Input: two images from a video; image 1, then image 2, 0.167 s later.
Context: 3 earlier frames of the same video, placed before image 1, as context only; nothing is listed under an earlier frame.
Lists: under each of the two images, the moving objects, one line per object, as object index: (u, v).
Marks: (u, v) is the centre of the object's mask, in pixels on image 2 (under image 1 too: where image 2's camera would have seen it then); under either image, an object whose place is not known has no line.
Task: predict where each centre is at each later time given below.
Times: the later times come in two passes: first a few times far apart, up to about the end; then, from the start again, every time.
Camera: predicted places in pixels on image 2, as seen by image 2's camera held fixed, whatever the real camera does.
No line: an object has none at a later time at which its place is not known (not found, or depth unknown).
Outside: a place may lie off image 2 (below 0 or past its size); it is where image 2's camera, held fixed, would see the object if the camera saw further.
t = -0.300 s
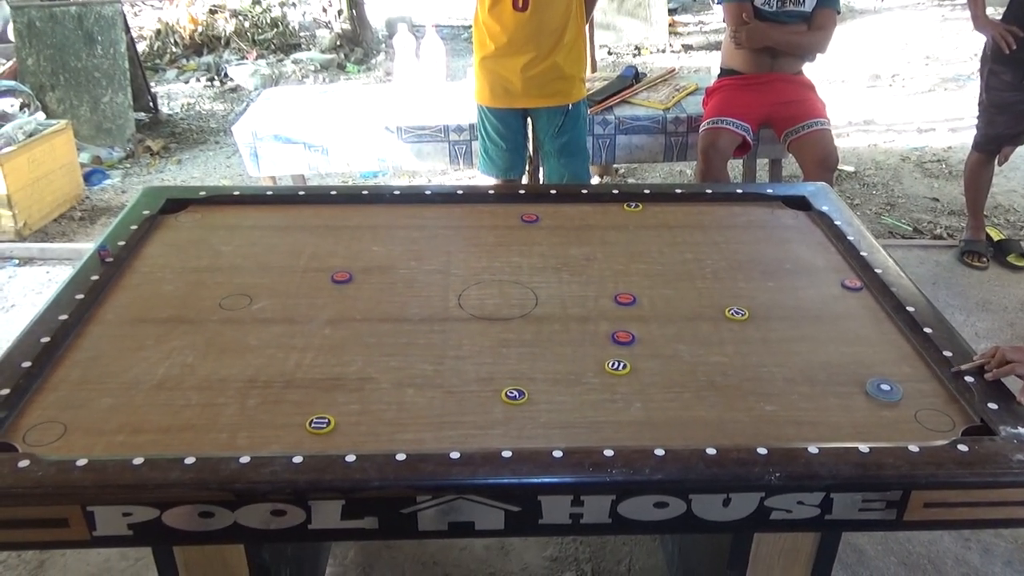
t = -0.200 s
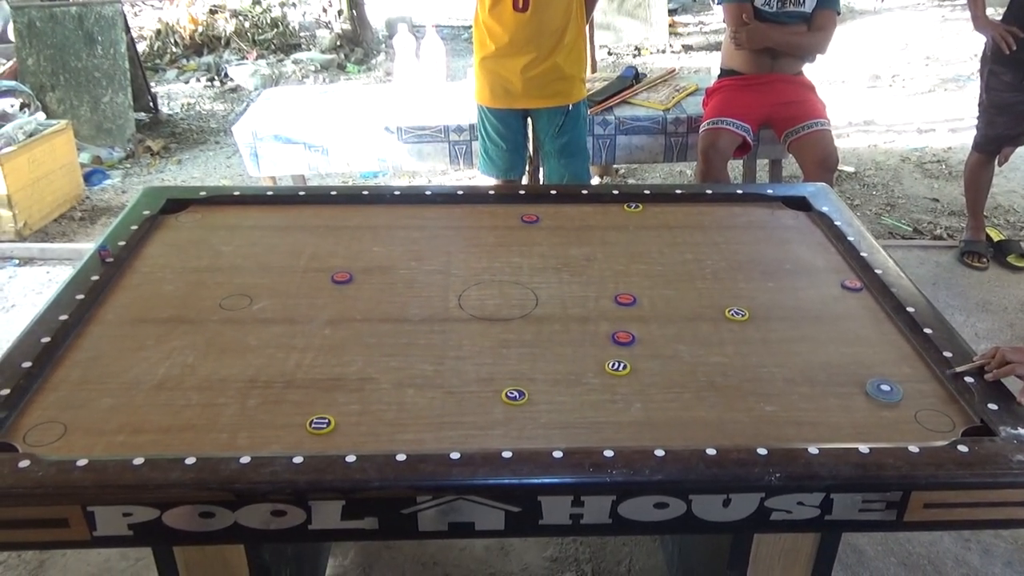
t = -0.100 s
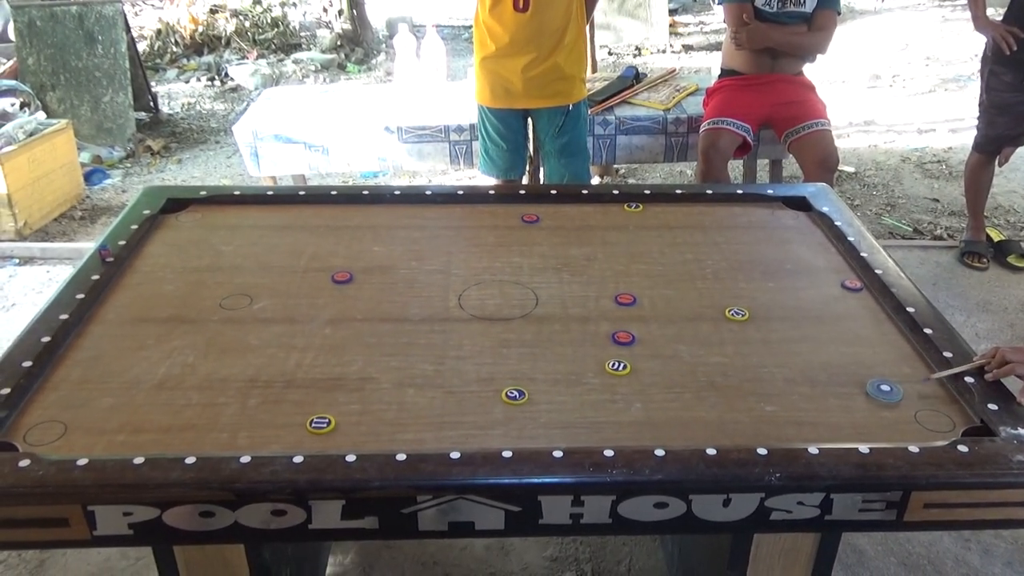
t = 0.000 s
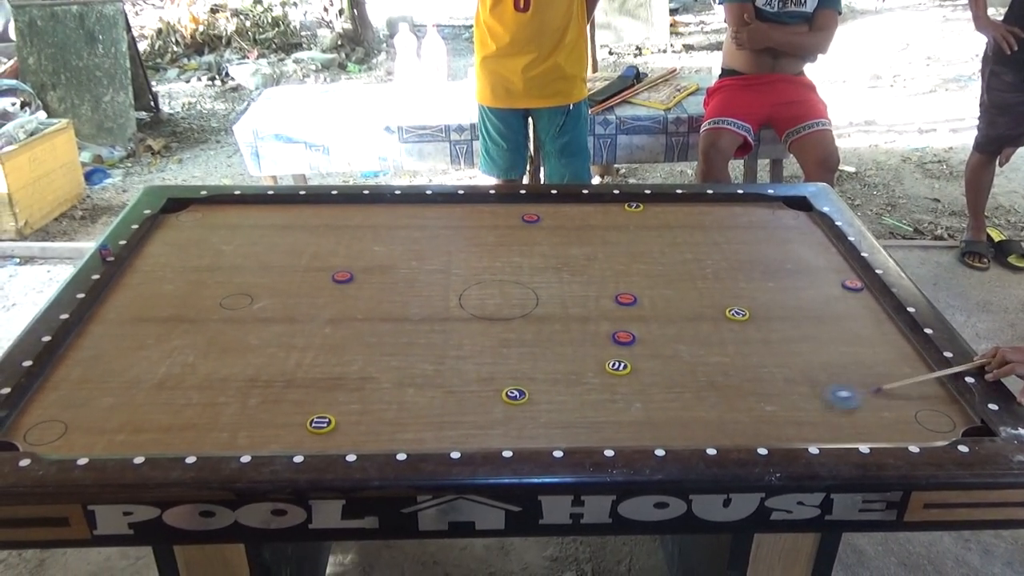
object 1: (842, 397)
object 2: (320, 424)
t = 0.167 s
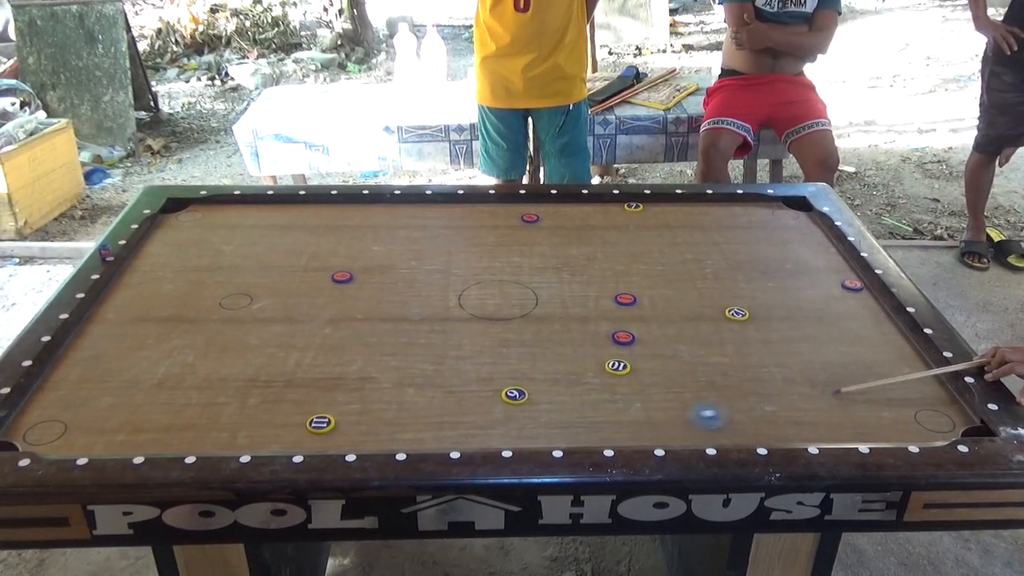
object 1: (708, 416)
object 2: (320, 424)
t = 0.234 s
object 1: (653, 424)
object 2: (320, 424)
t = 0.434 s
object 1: (497, 436)
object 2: (320, 424)
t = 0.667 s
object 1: (353, 424)
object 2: (320, 423)
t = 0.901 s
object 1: (298, 415)
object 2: (146, 428)
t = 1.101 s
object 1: (266, 412)
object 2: (20, 431)
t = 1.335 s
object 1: (245, 411)
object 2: (106, 437)
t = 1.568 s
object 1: (241, 410)
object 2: (180, 439)
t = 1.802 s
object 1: (241, 410)
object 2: (234, 440)
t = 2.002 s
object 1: (241, 410)
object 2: (262, 440)
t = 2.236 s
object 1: (241, 410)
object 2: (271, 439)
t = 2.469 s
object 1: (241, 410)
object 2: (271, 439)
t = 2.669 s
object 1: (241, 410)
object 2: (271, 439)
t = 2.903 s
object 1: (241, 410)
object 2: (271, 439)
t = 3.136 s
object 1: (241, 410)
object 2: (271, 439)
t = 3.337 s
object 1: (241, 410)
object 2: (271, 439)
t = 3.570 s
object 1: (241, 410)
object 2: (270, 439)
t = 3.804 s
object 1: (240, 410)
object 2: (270, 439)
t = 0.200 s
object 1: (681, 421)
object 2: (320, 424)
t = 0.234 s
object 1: (653, 424)
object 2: (320, 424)
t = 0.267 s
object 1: (626, 428)
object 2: (320, 424)
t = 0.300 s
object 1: (599, 431)
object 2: (320, 424)
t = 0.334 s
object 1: (572, 434)
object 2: (320, 424)
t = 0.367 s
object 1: (545, 436)
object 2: (320, 424)
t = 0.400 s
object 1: (520, 436)
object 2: (320, 423)
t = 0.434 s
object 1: (497, 436)
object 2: (320, 424)
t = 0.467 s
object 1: (476, 435)
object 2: (320, 424)
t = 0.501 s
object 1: (454, 433)
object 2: (320, 424)
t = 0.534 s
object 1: (434, 431)
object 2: (320, 424)
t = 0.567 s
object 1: (412, 431)
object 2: (320, 424)
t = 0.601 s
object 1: (392, 429)
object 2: (320, 424)
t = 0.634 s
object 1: (373, 427)
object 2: (320, 424)
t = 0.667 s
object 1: (353, 424)
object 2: (320, 423)
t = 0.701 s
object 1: (343, 424)
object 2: (299, 424)
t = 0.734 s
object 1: (334, 423)
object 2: (272, 425)
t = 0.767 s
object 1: (326, 421)
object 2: (246, 425)
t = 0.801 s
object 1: (319, 419)
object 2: (220, 425)
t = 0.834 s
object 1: (311, 419)
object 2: (196, 427)
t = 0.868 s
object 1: (304, 417)
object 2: (170, 427)
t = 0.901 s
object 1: (298, 415)
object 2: (146, 428)
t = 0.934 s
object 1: (292, 414)
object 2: (122, 428)
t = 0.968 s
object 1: (286, 414)
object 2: (98, 429)
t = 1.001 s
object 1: (280, 414)
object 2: (74, 430)
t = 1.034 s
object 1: (275, 412)
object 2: (51, 430)
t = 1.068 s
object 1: (270, 412)
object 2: (29, 431)
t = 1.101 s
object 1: (266, 412)
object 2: (20, 431)
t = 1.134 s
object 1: (262, 412)
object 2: (32, 433)
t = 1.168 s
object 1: (259, 411)
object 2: (45, 433)
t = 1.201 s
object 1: (255, 411)
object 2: (59, 434)
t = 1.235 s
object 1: (252, 411)
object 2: (71, 435)
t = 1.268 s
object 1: (249, 411)
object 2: (83, 436)
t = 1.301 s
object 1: (247, 411)
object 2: (95, 436)
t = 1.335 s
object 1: (245, 411)
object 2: (106, 437)
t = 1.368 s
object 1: (243, 411)
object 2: (118, 437)
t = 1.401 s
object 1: (242, 411)
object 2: (129, 438)
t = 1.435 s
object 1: (242, 410)
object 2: (140, 438)
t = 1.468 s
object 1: (241, 410)
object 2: (151, 438)
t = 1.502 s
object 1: (241, 410)
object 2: (161, 439)
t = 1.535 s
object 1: (241, 411)
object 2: (171, 439)
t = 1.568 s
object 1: (241, 410)
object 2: (180, 439)
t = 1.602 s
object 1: (241, 411)
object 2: (189, 439)
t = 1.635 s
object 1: (241, 410)
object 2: (198, 440)
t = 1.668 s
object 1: (241, 410)
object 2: (206, 440)
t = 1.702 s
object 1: (241, 410)
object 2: (215, 440)
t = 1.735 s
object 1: (241, 410)
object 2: (222, 440)
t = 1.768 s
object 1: (241, 410)
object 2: (228, 440)
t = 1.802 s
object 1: (241, 410)
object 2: (234, 440)
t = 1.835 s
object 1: (241, 410)
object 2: (240, 440)
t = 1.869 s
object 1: (241, 410)
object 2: (245, 439)
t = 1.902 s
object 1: (241, 410)
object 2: (250, 440)
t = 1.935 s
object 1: (241, 410)
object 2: (254, 440)
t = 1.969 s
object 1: (241, 410)
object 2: (258, 440)
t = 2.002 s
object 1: (241, 410)
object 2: (262, 440)
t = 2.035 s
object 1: (241, 410)
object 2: (265, 440)
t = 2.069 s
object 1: (241, 410)
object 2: (267, 440)
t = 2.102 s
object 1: (241, 410)
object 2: (269, 439)
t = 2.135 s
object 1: (241, 410)
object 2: (270, 439)
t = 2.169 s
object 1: (241, 410)
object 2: (270, 439)
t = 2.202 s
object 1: (241, 410)
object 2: (271, 439)
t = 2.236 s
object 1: (241, 410)
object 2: (271, 439)
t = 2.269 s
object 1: (241, 410)
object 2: (271, 439)
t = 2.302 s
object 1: (241, 410)
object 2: (271, 439)
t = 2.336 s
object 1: (241, 410)
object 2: (271, 439)
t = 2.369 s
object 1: (241, 410)
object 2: (271, 439)
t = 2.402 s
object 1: (241, 410)
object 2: (270, 439)
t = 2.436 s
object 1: (241, 410)
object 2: (270, 439)
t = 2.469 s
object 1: (241, 410)
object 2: (271, 439)
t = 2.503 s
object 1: (241, 410)
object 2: (271, 439)
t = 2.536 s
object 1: (241, 410)
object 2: (271, 439)
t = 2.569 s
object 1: (241, 410)
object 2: (271, 439)
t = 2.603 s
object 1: (241, 410)
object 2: (271, 439)
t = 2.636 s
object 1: (241, 410)
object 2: (271, 439)
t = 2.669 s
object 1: (241, 410)
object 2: (271, 439)
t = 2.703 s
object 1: (241, 410)
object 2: (271, 439)
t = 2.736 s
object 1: (241, 410)
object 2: (271, 439)
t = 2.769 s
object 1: (241, 410)
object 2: (271, 439)
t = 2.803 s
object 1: (241, 410)
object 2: (271, 439)
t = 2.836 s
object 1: (241, 410)
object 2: (271, 439)
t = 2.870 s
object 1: (241, 410)
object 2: (271, 439)
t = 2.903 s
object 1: (241, 410)
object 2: (271, 439)
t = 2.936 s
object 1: (241, 410)
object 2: (271, 439)
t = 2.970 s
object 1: (241, 410)
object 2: (271, 439)
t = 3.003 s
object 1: (241, 410)
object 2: (271, 439)
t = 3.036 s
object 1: (241, 410)
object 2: (271, 439)
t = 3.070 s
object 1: (241, 410)
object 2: (271, 439)
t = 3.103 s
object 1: (241, 410)
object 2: (271, 439)
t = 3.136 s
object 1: (241, 410)
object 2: (271, 439)
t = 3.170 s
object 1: (241, 410)
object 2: (271, 439)
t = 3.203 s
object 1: (241, 410)
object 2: (271, 439)
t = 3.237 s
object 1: (241, 410)
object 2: (270, 439)
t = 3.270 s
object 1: (241, 410)
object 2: (271, 439)
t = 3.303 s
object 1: (241, 410)
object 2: (271, 439)
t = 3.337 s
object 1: (241, 410)
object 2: (271, 439)
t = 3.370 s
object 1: (241, 410)
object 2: (270, 439)
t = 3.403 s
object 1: (241, 410)
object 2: (271, 439)
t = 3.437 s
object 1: (241, 410)
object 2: (271, 439)
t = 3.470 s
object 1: (241, 410)
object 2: (270, 439)
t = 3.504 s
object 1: (241, 410)
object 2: (270, 439)
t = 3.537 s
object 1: (241, 410)
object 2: (270, 439)
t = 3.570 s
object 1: (241, 410)
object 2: (270, 439)
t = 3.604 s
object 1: (241, 410)
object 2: (270, 439)
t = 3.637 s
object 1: (241, 410)
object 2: (270, 439)
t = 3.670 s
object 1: (240, 410)
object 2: (270, 439)
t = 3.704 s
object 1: (241, 410)
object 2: (270, 439)
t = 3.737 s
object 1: (240, 410)
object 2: (270, 439)
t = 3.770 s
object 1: (240, 410)
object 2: (270, 439)
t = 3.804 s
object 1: (240, 410)
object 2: (270, 439)
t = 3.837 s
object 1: (240, 410)
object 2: (270, 439)
